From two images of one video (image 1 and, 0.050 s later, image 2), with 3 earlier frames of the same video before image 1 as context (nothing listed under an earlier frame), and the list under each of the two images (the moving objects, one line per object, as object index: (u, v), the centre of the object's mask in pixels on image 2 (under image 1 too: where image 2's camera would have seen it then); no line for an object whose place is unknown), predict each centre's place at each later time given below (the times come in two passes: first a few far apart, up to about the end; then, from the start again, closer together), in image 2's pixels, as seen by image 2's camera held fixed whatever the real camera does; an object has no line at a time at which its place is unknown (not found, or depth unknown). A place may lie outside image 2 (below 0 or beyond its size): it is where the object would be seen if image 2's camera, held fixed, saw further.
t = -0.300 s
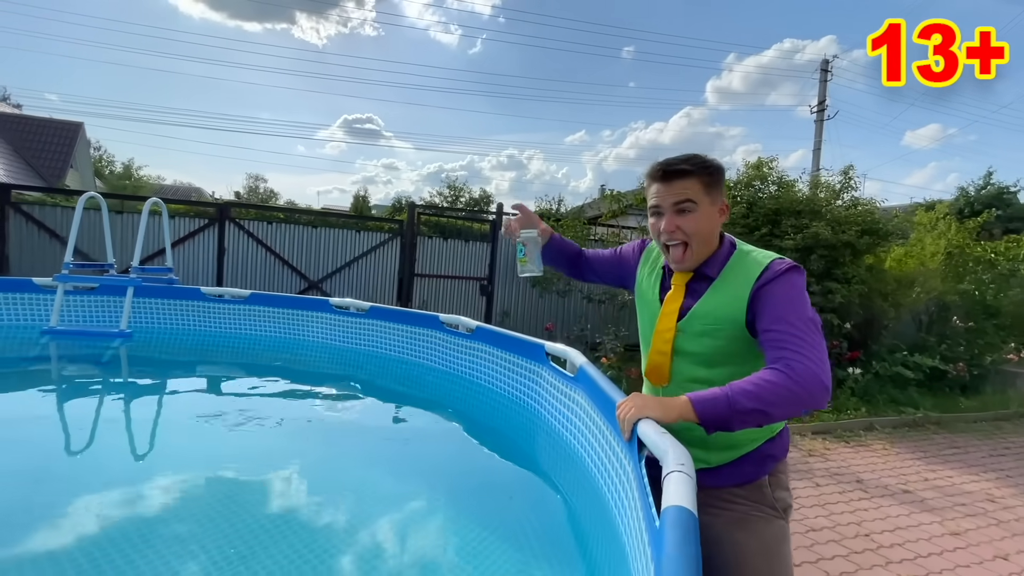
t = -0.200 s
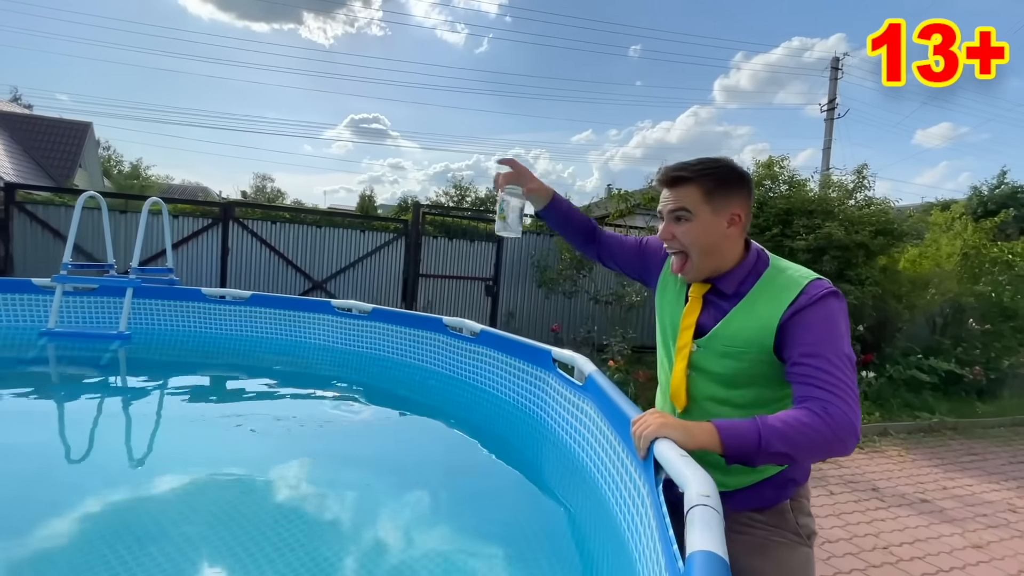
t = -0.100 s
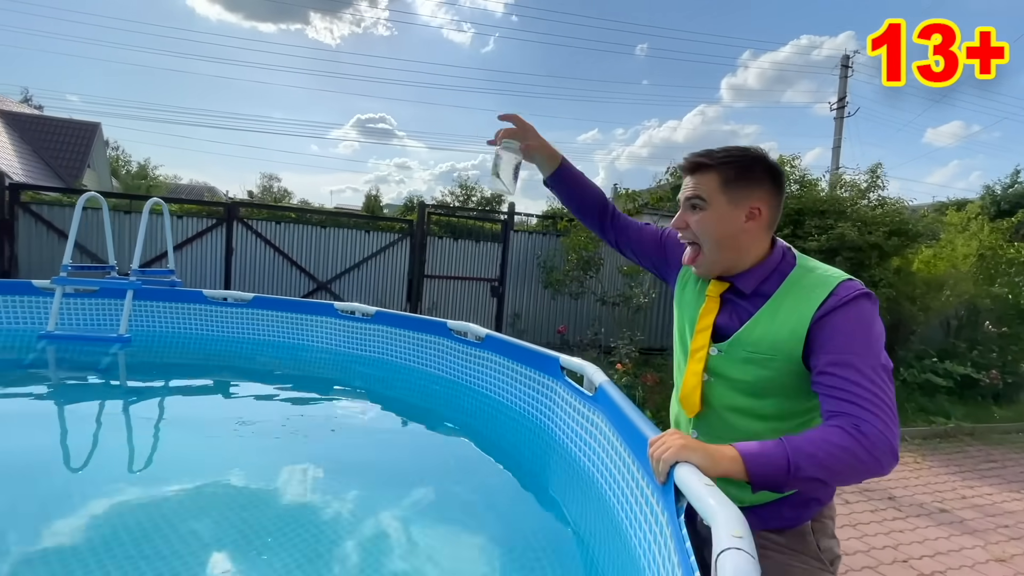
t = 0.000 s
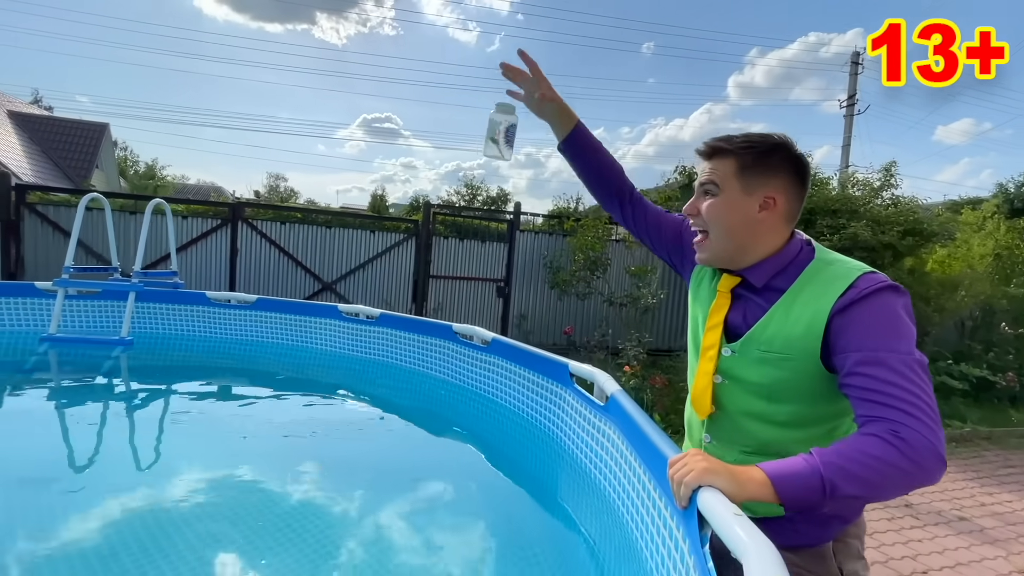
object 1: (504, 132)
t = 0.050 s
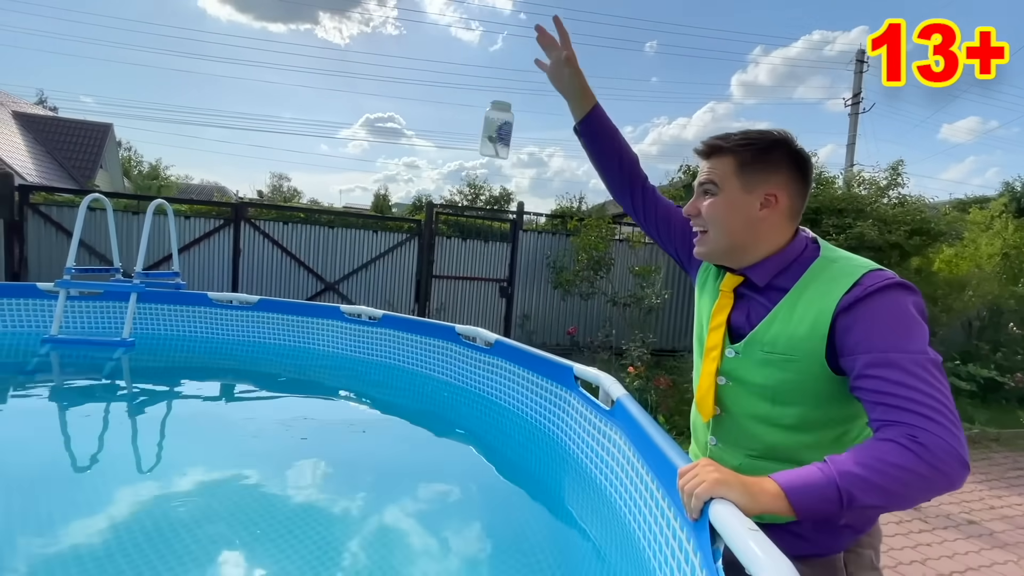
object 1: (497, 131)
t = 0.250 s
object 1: (461, 251)
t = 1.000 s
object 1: (391, 507)
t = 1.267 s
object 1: (389, 497)
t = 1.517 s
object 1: (383, 496)
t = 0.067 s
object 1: (495, 133)
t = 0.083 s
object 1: (492, 137)
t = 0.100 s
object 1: (489, 142)
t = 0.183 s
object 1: (475, 191)
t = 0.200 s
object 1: (471, 203)
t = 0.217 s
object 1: (468, 219)
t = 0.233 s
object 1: (465, 234)
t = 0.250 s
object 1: (461, 251)
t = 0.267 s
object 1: (458, 269)
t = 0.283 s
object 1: (454, 287)
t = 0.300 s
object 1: (450, 305)
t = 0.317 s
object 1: (447, 326)
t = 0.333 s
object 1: (443, 348)
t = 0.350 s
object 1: (439, 371)
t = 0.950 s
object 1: (394, 504)
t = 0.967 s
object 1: (390, 506)
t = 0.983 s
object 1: (391, 506)
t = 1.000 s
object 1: (391, 507)
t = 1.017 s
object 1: (391, 505)
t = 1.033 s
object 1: (392, 504)
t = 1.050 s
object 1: (395, 502)
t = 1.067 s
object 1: (394, 503)
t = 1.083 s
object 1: (390, 504)
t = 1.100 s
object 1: (389, 503)
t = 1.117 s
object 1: (388, 503)
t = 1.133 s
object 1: (390, 502)
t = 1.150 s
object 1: (381, 505)
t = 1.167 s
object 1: (394, 500)
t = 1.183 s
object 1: (390, 500)
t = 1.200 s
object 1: (391, 500)
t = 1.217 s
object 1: (391, 499)
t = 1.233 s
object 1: (389, 499)
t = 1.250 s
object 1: (388, 499)
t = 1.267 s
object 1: (389, 497)
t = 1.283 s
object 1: (390, 497)
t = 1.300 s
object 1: (386, 499)
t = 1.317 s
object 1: (385, 498)
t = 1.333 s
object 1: (384, 497)
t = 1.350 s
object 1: (384, 496)
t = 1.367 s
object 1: (384, 496)
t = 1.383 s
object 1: (383, 496)
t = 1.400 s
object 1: (382, 497)
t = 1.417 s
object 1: (382, 497)
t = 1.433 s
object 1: (381, 497)
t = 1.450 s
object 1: (383, 496)
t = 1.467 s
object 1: (383, 496)
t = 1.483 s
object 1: (382, 496)
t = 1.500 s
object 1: (382, 496)
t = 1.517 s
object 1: (383, 496)
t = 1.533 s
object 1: (383, 495)
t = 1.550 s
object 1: (382, 495)
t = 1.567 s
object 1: (382, 496)
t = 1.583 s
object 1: (382, 495)
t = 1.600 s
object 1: (382, 495)
